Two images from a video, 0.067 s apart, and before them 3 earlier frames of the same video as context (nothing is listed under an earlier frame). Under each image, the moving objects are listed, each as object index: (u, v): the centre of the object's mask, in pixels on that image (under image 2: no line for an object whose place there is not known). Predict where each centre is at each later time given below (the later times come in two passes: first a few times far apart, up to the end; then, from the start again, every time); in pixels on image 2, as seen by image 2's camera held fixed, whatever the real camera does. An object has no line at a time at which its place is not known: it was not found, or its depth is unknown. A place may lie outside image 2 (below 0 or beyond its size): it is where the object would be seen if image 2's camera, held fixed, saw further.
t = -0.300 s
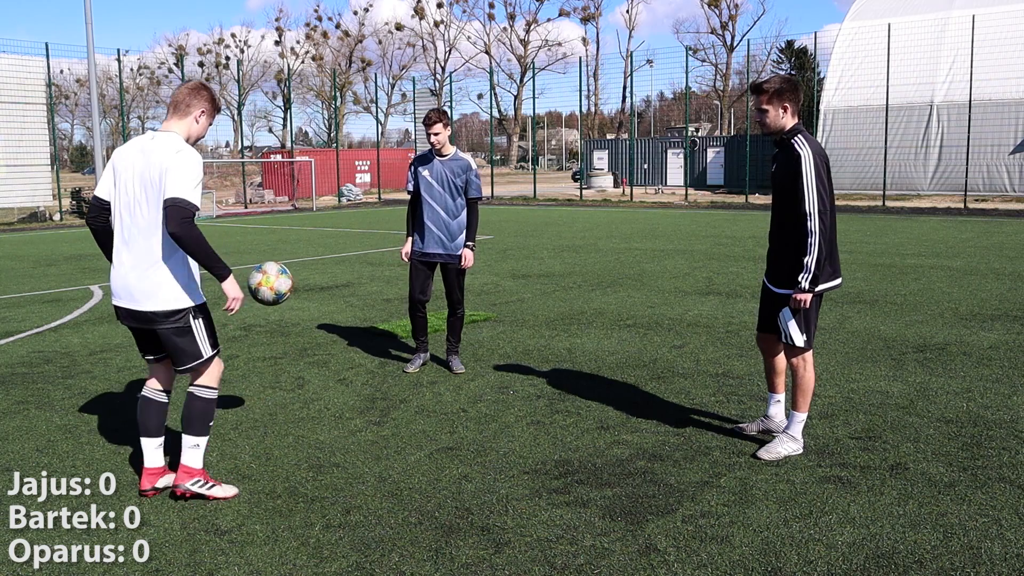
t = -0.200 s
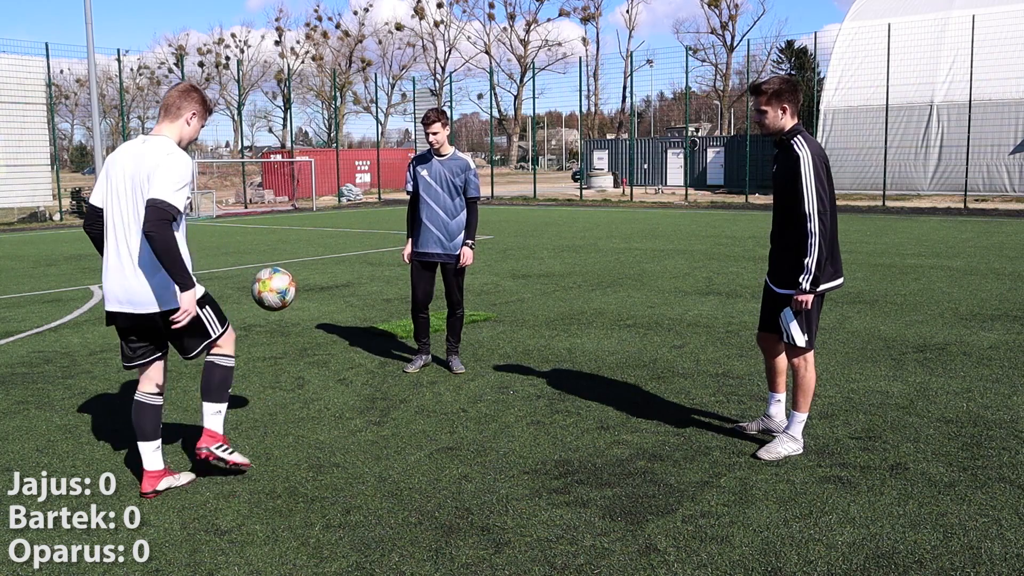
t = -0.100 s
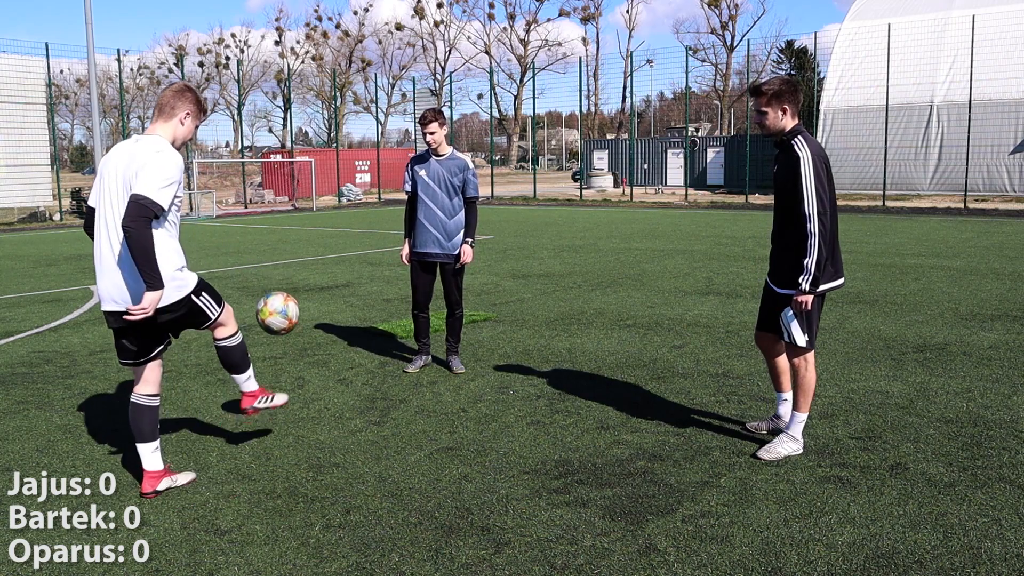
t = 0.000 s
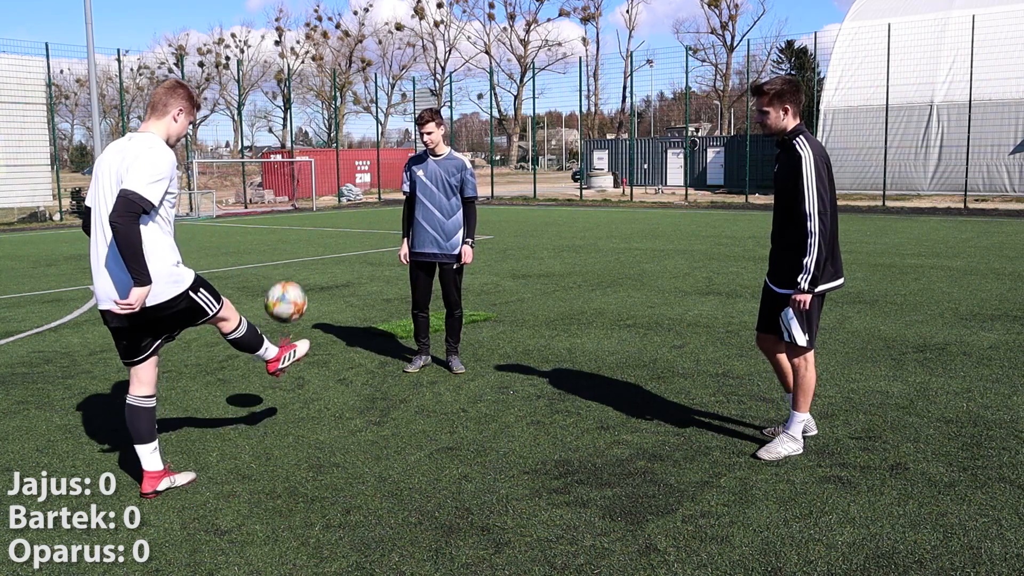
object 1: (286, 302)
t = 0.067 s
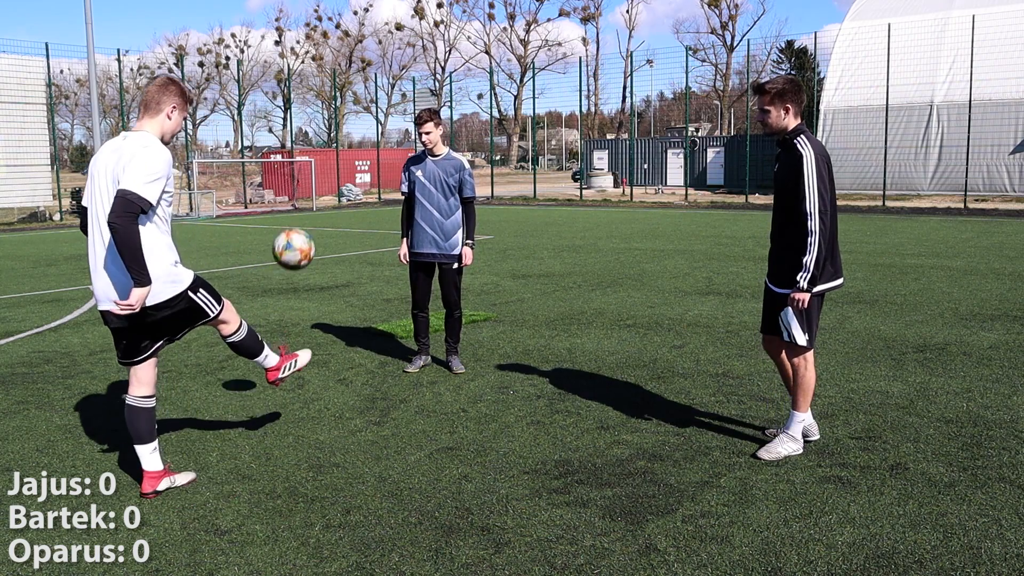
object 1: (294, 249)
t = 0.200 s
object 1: (310, 172)
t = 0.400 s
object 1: (337, 121)
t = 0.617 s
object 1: (367, 146)
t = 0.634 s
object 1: (369, 151)
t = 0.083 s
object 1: (295, 237)
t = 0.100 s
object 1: (297, 226)
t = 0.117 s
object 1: (300, 216)
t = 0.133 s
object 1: (301, 206)
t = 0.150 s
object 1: (304, 196)
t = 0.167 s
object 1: (306, 187)
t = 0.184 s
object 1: (308, 179)
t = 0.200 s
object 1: (310, 172)
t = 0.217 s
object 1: (312, 164)
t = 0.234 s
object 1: (314, 158)
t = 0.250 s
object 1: (317, 152)
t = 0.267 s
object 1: (319, 146)
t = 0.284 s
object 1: (321, 141)
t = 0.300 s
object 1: (323, 137)
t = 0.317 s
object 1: (325, 133)
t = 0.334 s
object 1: (328, 129)
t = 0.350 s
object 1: (330, 127)
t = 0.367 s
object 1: (332, 124)
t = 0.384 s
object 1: (334, 122)
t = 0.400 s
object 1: (337, 121)
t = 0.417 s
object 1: (339, 120)
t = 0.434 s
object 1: (341, 120)
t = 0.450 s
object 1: (343, 120)
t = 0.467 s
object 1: (346, 120)
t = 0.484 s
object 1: (348, 121)
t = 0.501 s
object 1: (350, 123)
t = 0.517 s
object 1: (353, 125)
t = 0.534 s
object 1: (355, 127)
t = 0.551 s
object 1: (357, 130)
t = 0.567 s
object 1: (360, 133)
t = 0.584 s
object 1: (362, 137)
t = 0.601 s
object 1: (365, 141)
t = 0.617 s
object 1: (367, 146)
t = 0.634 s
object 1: (369, 151)
